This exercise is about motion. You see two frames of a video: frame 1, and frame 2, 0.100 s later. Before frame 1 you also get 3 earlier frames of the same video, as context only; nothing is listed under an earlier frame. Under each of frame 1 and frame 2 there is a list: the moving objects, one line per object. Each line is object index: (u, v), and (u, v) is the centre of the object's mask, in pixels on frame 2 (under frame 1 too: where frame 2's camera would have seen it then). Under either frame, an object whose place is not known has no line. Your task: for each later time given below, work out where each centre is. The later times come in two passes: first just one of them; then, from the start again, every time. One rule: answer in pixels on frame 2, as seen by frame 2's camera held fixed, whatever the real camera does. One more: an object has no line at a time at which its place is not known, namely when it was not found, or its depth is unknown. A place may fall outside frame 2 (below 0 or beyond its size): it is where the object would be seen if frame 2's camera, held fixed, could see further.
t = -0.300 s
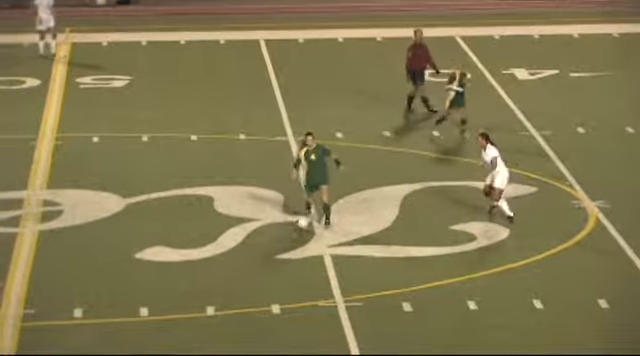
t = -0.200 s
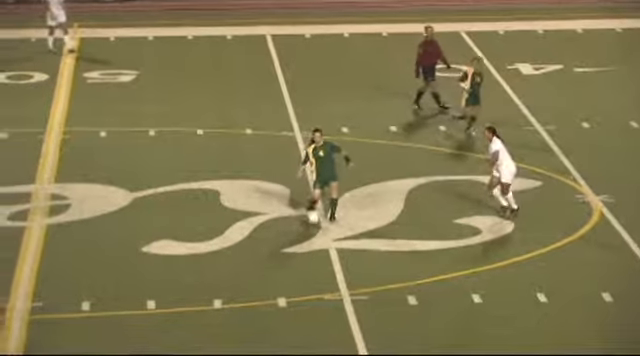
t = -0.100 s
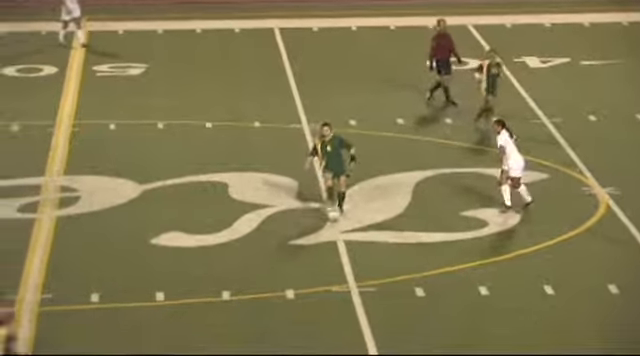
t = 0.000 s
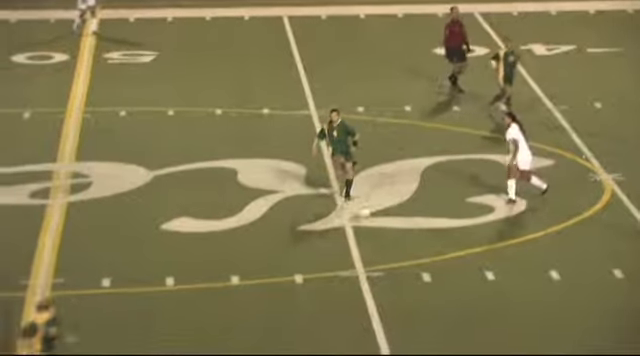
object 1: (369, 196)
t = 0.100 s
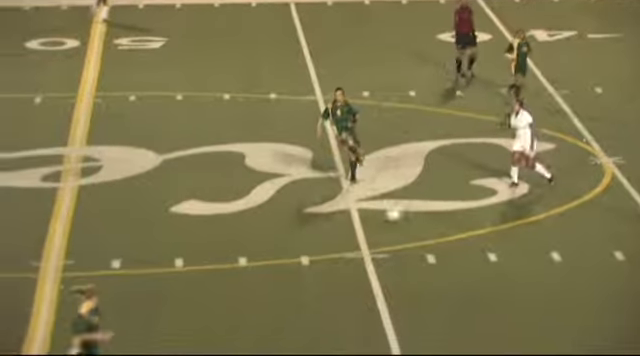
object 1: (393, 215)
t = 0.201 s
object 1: (418, 227)
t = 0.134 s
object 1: (402, 221)
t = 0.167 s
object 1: (409, 224)
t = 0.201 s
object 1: (418, 227)
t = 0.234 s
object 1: (426, 231)
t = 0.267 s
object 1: (434, 234)
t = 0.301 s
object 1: (442, 240)
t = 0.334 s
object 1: (452, 247)
